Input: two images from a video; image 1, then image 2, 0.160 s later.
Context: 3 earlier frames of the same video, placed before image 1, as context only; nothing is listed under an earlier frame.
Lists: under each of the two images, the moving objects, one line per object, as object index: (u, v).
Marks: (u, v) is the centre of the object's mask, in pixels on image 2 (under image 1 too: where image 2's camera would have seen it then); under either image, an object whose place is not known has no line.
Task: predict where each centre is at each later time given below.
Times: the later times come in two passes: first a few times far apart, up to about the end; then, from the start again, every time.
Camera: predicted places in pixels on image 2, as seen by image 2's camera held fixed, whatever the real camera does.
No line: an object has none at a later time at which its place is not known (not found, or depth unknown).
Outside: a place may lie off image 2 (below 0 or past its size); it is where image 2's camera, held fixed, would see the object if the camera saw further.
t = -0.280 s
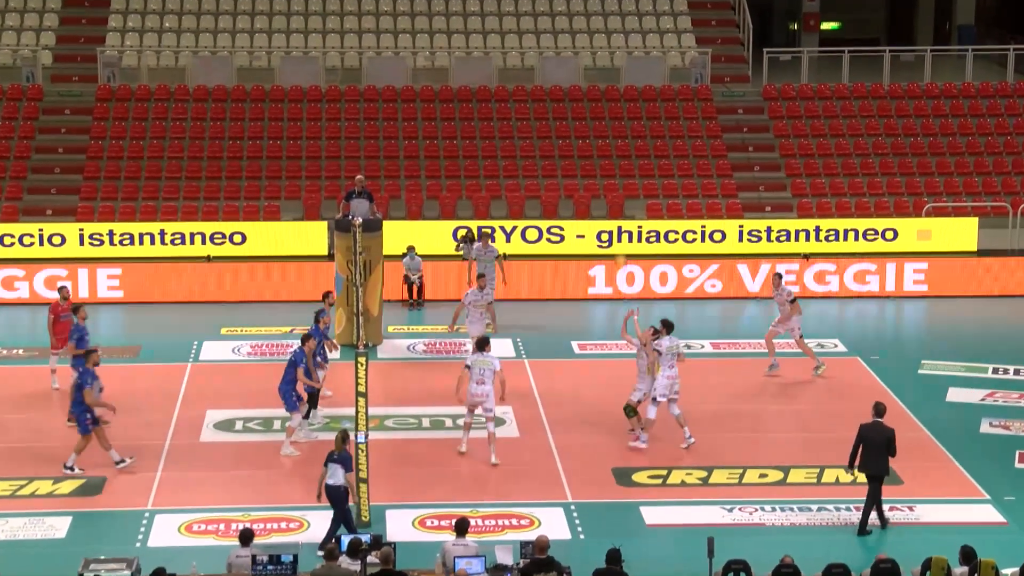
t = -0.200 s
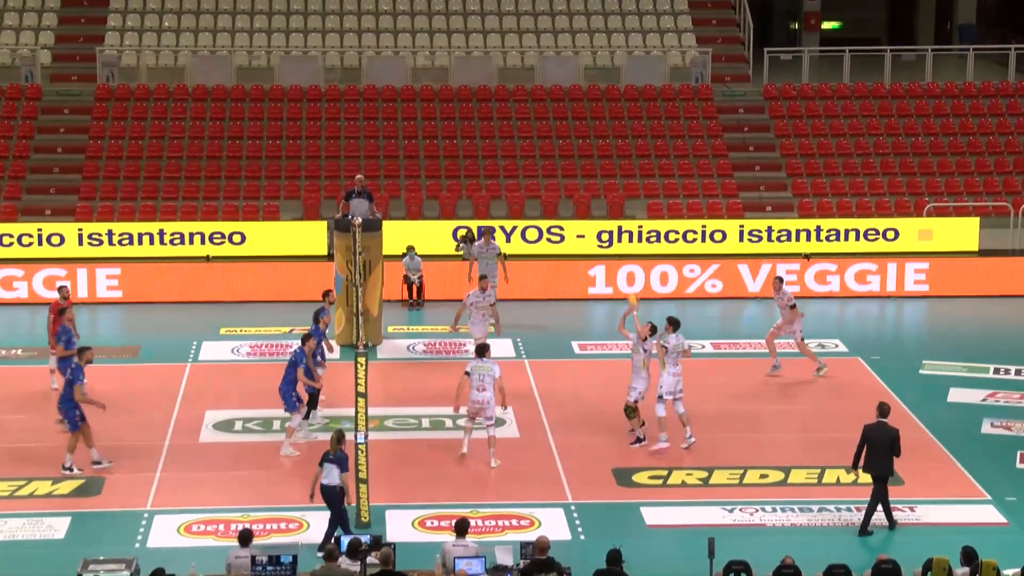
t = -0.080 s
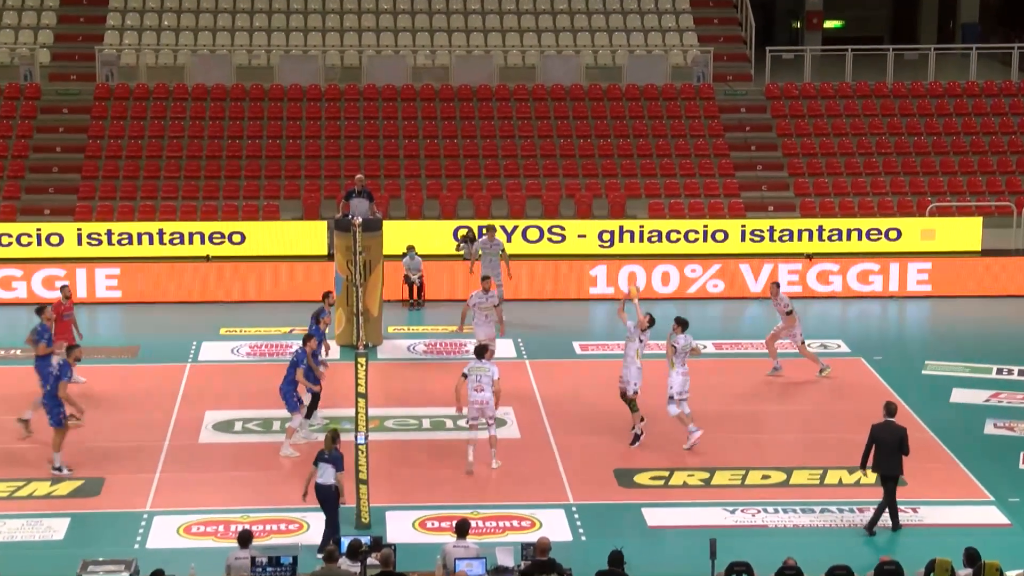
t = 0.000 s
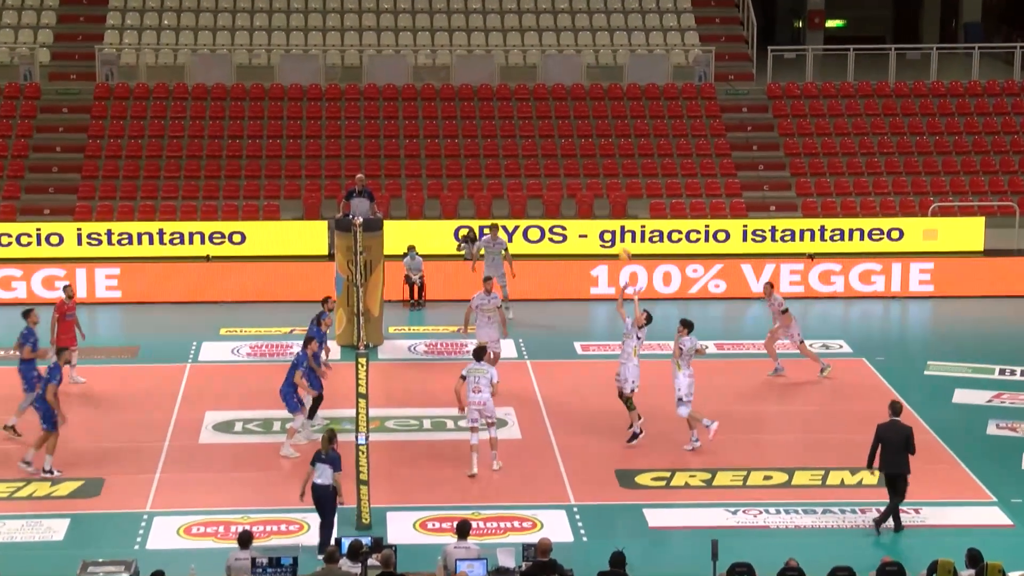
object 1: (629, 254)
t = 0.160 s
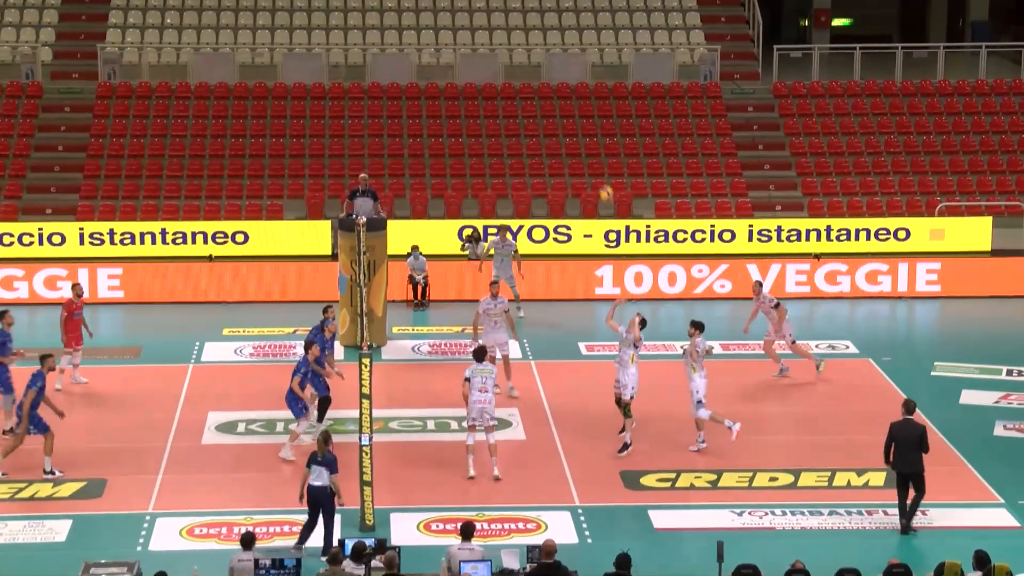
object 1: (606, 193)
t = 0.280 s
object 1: (591, 159)
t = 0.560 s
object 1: (553, 118)
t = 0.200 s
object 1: (600, 181)
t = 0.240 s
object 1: (596, 170)
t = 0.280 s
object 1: (591, 159)
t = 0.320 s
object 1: (585, 150)
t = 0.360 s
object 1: (580, 142)
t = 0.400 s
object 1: (575, 136)
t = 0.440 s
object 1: (569, 129)
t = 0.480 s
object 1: (564, 125)
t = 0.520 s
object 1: (559, 121)
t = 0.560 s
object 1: (553, 118)
